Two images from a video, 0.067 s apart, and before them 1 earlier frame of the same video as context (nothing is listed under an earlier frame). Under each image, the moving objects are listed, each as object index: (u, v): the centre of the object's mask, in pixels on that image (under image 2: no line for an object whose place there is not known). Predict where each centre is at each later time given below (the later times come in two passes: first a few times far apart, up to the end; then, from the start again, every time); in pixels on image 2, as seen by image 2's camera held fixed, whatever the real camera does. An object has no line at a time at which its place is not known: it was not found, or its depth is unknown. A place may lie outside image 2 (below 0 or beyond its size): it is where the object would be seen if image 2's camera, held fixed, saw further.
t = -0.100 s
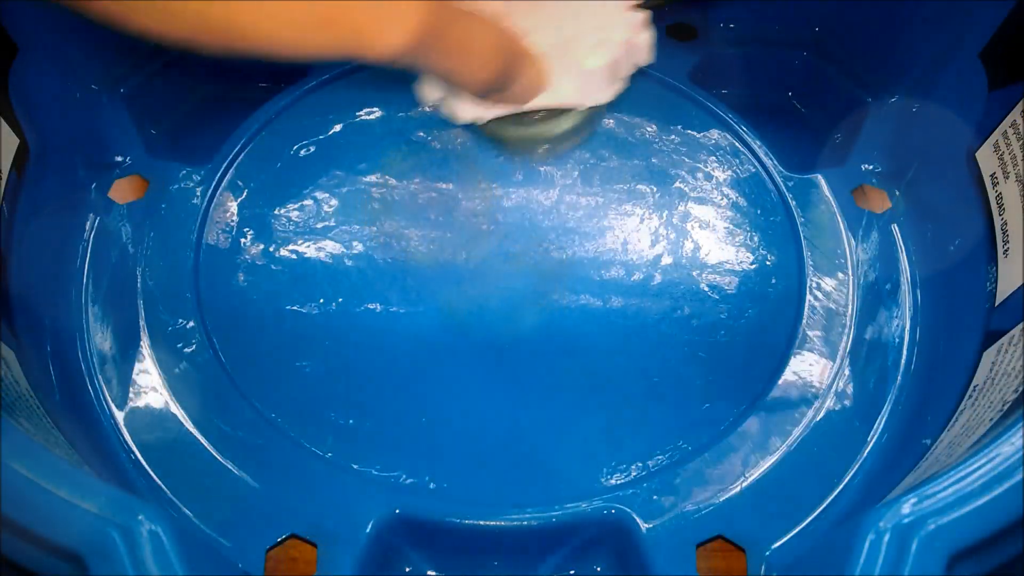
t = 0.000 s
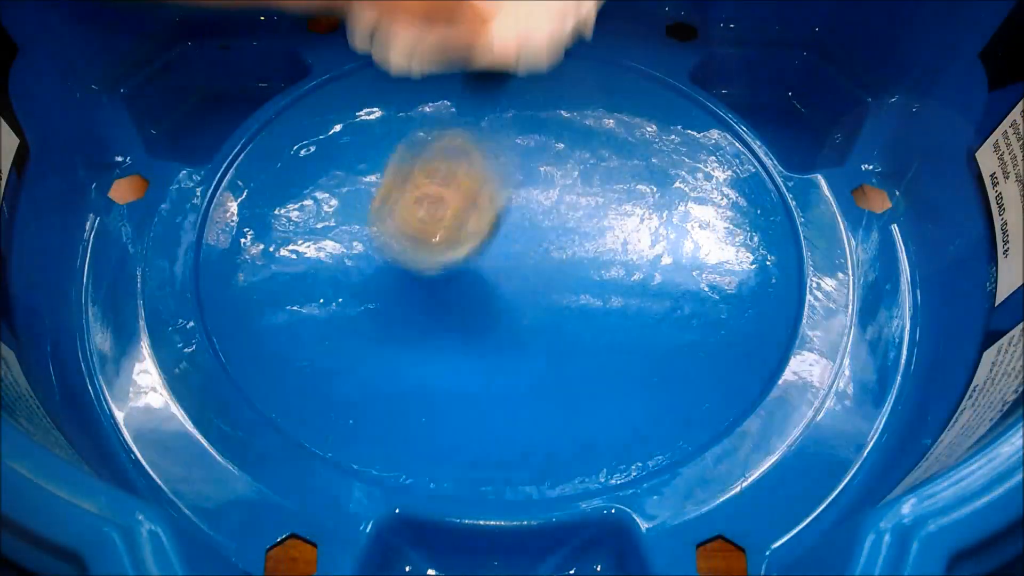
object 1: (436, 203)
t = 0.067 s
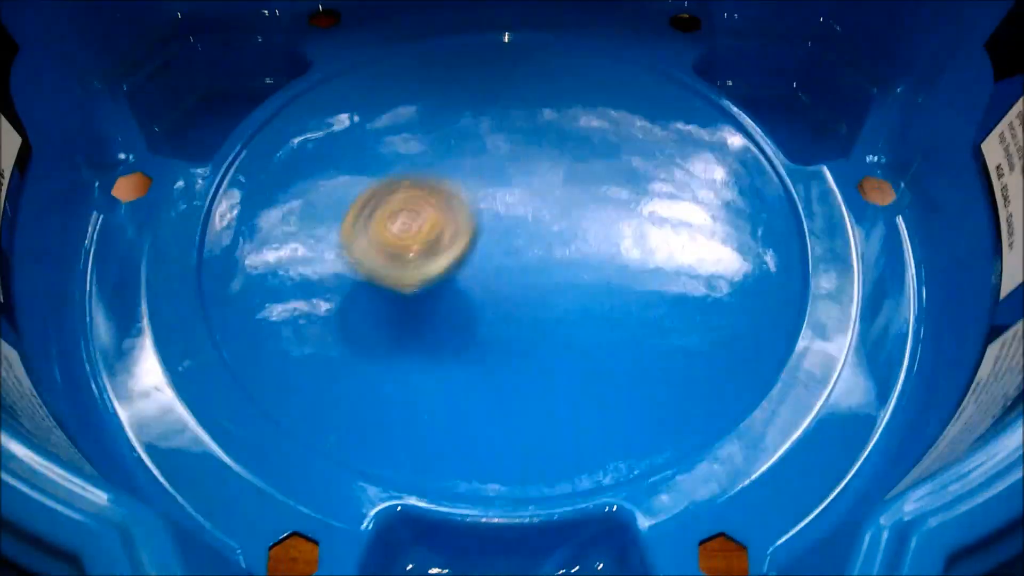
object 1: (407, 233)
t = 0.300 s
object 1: (542, 358)
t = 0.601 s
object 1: (740, 99)
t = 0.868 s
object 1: (256, 81)
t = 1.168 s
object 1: (755, 341)
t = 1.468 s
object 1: (473, 10)
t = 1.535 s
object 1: (330, 36)
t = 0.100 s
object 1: (403, 241)
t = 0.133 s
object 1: (401, 263)
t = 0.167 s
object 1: (410, 282)
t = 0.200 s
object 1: (427, 304)
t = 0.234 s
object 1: (455, 325)
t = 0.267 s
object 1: (493, 344)
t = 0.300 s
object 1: (542, 358)
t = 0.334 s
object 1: (599, 364)
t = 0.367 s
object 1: (658, 358)
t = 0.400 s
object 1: (710, 343)
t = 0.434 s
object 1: (758, 317)
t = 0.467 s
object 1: (799, 279)
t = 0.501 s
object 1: (808, 237)
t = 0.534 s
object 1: (797, 191)
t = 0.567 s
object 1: (775, 142)
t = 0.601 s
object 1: (740, 99)
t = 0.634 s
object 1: (696, 66)
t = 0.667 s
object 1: (643, 38)
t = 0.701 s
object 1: (580, 22)
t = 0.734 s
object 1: (518, 14)
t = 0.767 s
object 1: (453, 12)
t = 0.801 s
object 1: (387, 20)
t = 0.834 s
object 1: (319, 41)
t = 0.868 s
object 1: (256, 81)
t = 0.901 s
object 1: (211, 142)
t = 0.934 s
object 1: (195, 223)
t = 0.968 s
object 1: (217, 309)
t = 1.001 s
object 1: (290, 383)
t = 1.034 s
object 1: (392, 430)
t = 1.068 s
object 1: (506, 444)
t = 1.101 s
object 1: (615, 428)
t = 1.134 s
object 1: (700, 390)
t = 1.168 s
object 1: (755, 341)
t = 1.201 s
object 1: (797, 278)
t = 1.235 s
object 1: (805, 218)
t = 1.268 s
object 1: (792, 158)
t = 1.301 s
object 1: (764, 109)
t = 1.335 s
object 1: (726, 69)
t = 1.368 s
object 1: (673, 37)
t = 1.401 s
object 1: (610, 18)
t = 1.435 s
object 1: (544, 11)
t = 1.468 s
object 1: (473, 10)
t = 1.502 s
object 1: (401, 18)
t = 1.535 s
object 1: (330, 36)
